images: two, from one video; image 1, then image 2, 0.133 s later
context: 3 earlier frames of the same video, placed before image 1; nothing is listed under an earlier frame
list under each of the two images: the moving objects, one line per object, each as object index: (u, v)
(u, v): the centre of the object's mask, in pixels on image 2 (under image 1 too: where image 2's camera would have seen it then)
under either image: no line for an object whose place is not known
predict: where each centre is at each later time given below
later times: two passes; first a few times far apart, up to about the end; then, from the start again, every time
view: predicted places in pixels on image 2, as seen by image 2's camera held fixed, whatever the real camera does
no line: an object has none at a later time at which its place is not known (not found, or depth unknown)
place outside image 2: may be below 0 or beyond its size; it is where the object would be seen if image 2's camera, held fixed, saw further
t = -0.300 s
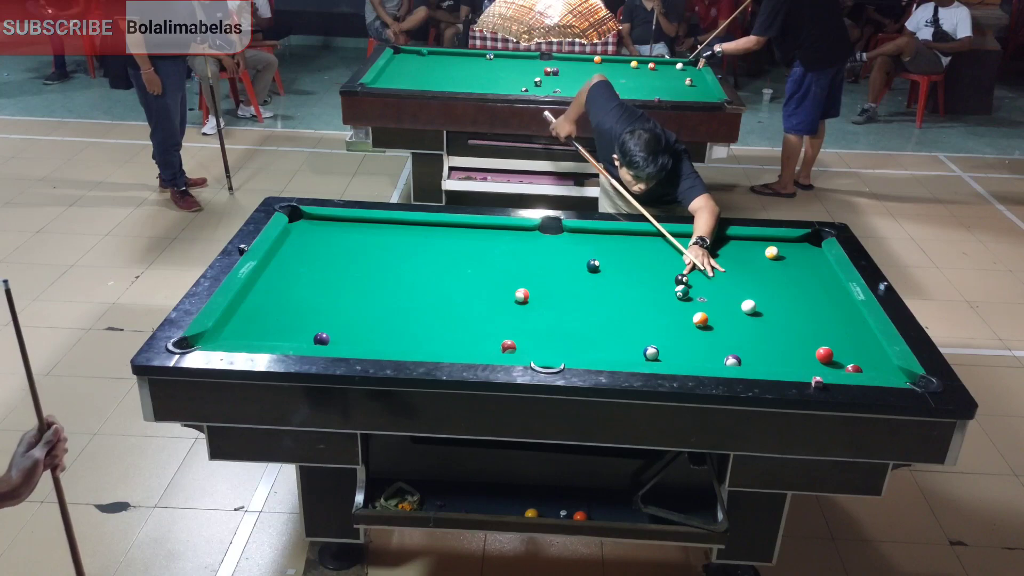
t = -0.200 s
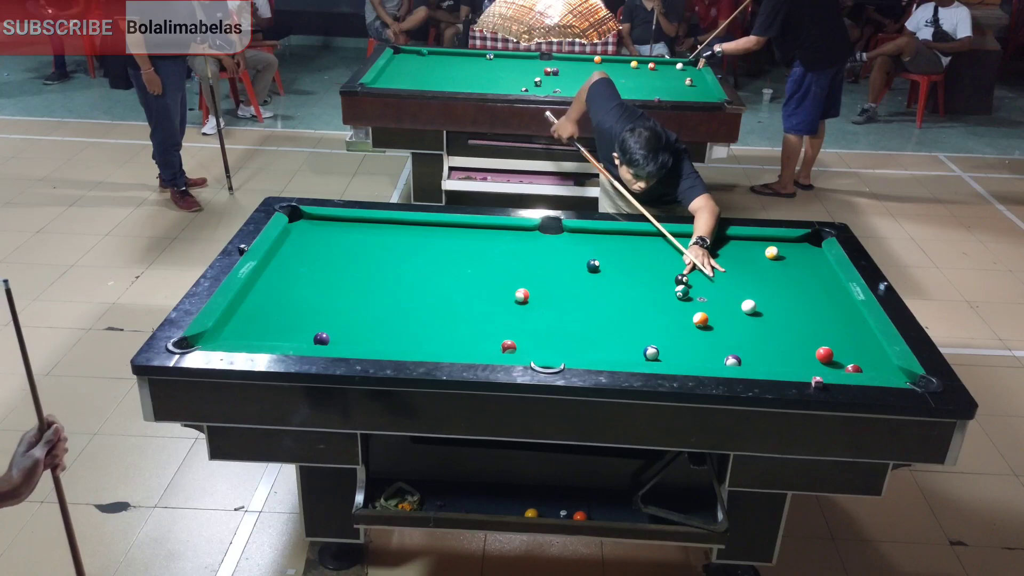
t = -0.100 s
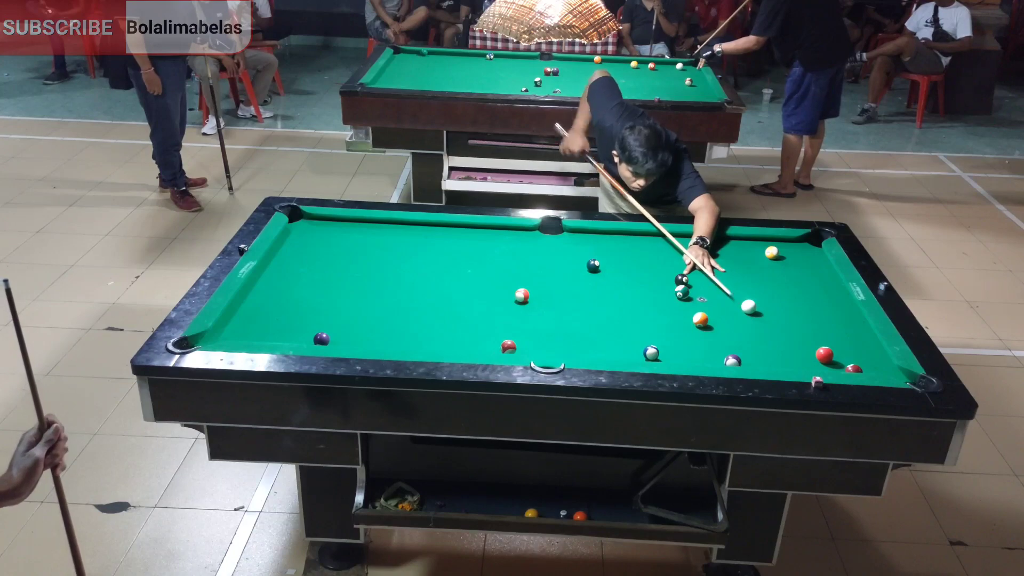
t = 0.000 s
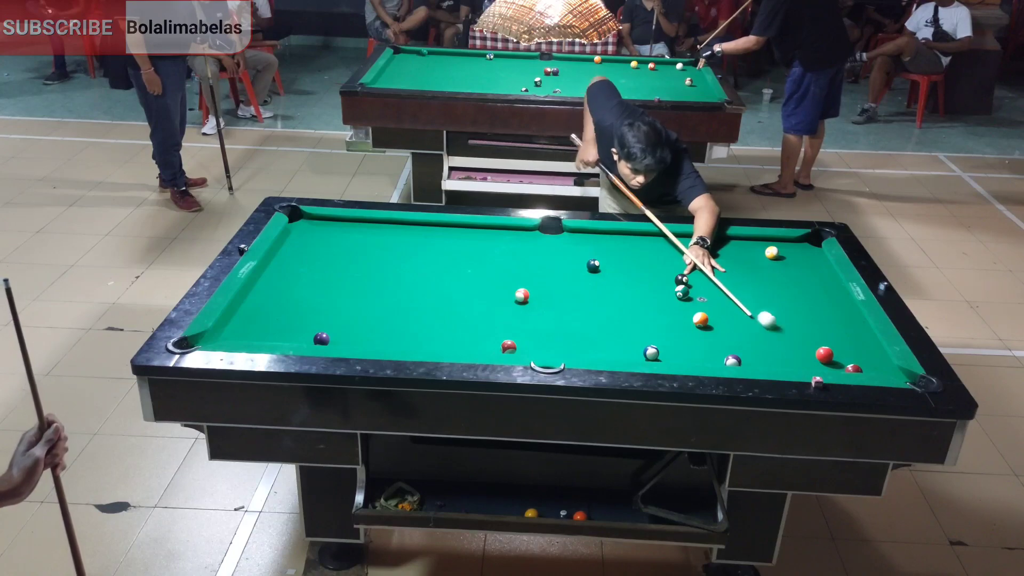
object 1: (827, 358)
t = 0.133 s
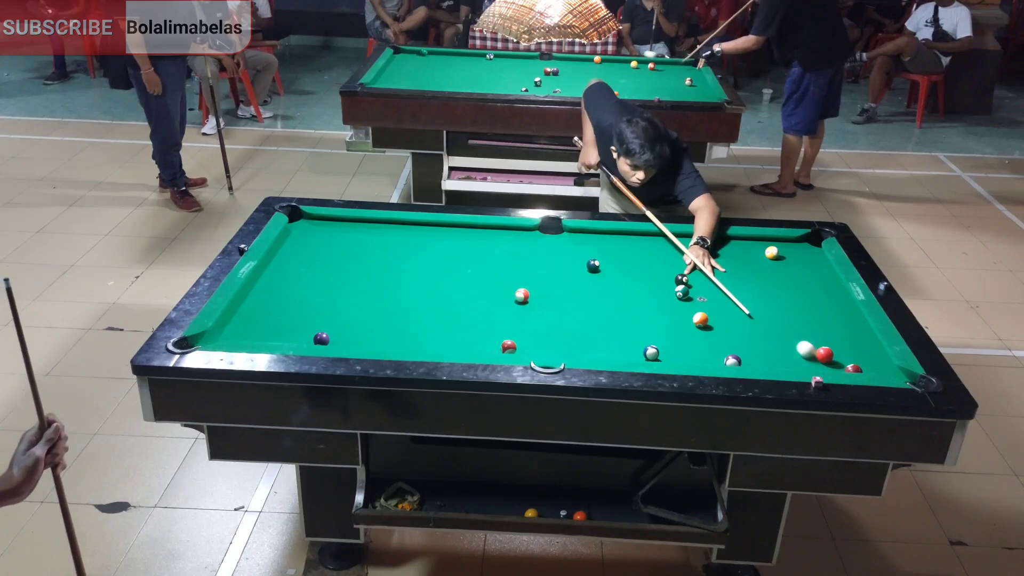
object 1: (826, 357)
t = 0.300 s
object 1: (860, 362)
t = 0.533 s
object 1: (890, 371)
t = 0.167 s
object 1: (832, 357)
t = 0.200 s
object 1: (840, 358)
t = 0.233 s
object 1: (846, 359)
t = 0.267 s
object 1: (853, 359)
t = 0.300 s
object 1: (860, 362)
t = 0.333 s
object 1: (866, 363)
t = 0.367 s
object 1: (873, 365)
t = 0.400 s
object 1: (879, 366)
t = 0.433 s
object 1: (886, 367)
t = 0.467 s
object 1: (891, 369)
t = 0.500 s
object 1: (890, 370)
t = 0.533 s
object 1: (890, 371)
